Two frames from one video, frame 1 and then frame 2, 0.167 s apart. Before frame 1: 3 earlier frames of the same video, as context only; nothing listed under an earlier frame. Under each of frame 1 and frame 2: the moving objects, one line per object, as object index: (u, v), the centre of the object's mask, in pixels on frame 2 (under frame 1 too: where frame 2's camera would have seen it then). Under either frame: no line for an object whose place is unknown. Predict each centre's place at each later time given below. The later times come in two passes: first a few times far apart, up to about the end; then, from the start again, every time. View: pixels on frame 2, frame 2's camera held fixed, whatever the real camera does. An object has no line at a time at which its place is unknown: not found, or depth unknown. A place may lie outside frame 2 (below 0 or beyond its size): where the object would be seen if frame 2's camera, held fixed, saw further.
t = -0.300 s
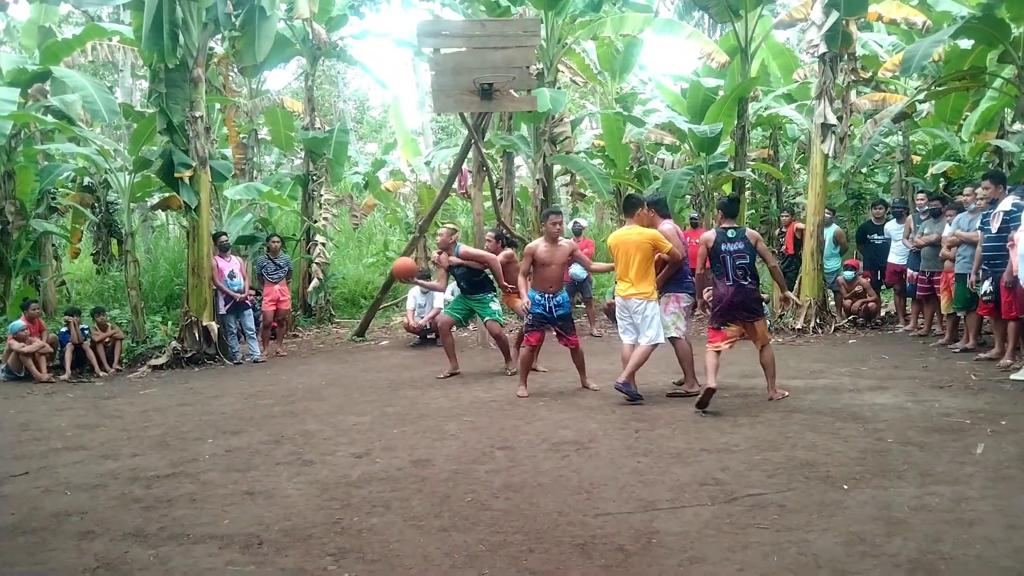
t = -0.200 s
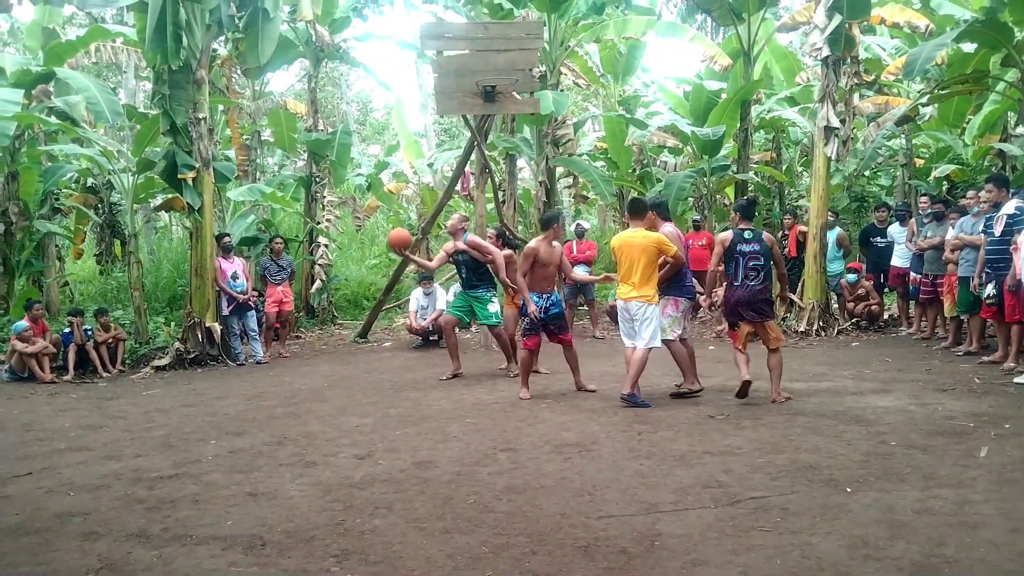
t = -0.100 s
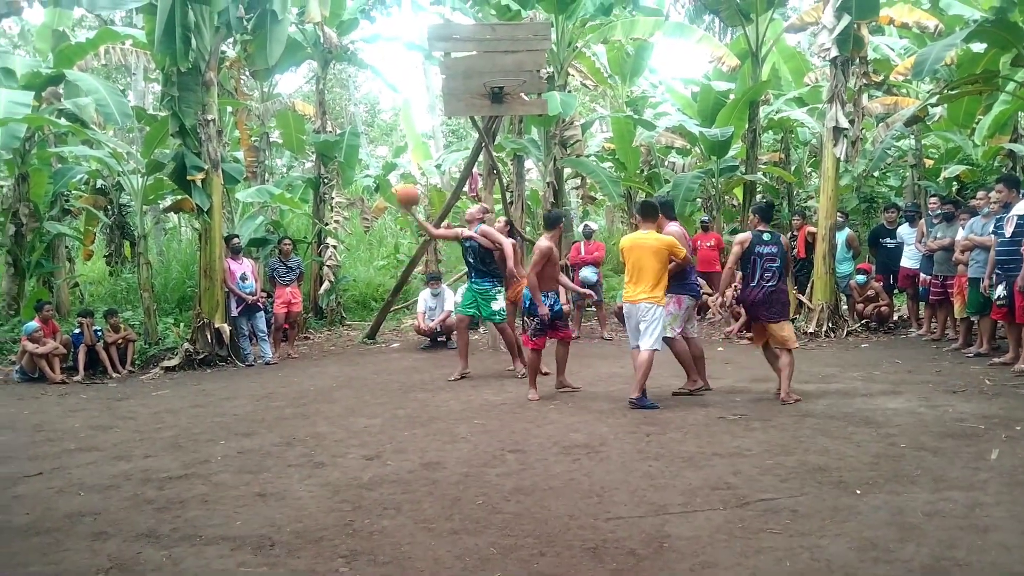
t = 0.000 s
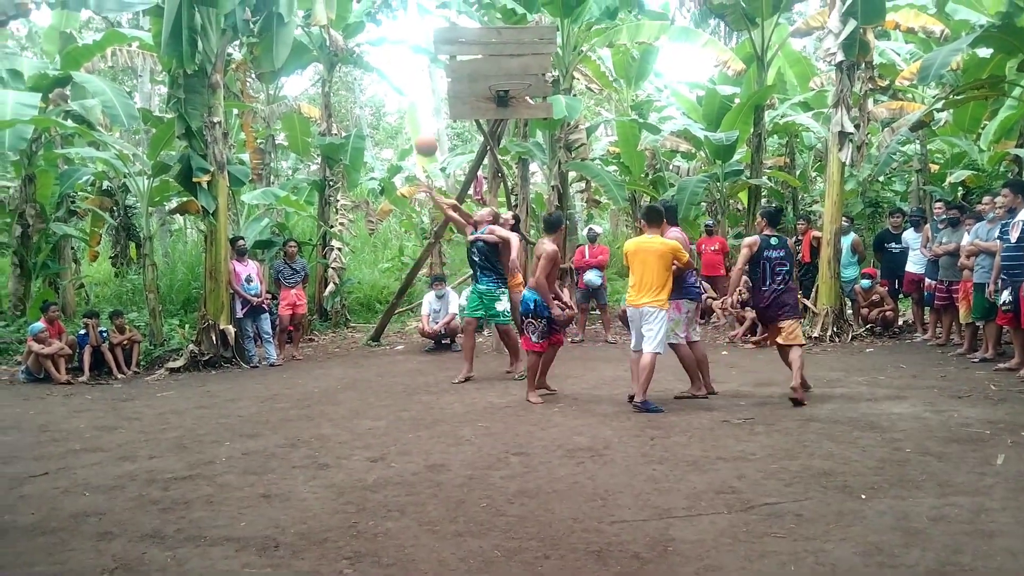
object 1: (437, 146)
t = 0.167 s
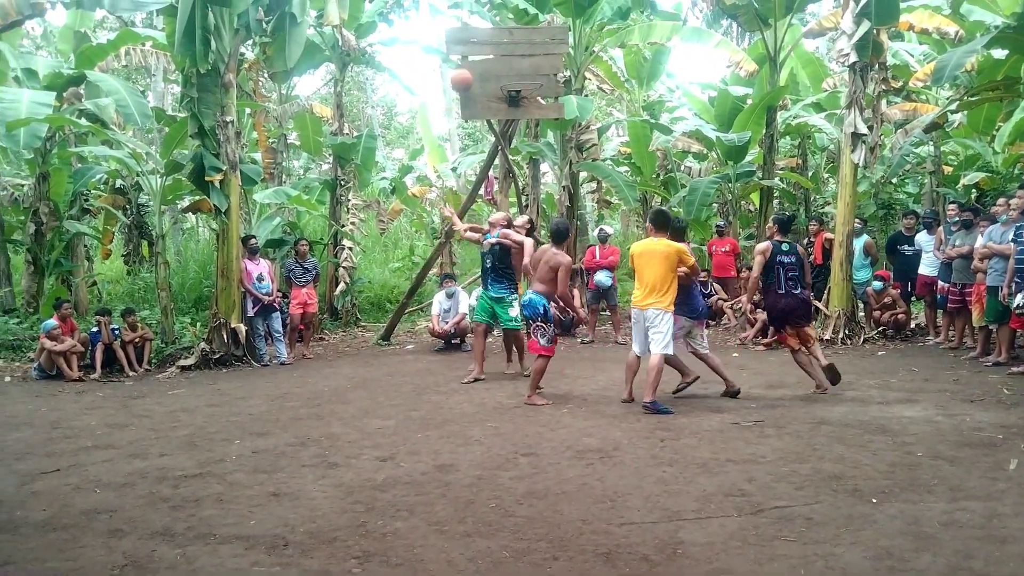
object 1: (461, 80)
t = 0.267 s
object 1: (475, 57)
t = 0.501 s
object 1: (503, 46)
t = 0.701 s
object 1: (524, 74)
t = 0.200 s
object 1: (466, 71)
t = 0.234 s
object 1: (472, 61)
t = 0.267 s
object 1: (475, 57)
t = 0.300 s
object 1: (479, 52)
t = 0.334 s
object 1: (482, 48)
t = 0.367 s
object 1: (486, 46)
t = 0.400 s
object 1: (491, 44)
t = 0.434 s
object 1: (494, 43)
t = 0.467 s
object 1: (498, 44)
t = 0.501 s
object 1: (503, 46)
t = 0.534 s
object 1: (506, 49)
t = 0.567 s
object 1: (510, 52)
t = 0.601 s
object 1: (514, 57)
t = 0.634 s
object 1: (519, 64)
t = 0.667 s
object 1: (523, 71)
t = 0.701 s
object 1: (524, 74)
